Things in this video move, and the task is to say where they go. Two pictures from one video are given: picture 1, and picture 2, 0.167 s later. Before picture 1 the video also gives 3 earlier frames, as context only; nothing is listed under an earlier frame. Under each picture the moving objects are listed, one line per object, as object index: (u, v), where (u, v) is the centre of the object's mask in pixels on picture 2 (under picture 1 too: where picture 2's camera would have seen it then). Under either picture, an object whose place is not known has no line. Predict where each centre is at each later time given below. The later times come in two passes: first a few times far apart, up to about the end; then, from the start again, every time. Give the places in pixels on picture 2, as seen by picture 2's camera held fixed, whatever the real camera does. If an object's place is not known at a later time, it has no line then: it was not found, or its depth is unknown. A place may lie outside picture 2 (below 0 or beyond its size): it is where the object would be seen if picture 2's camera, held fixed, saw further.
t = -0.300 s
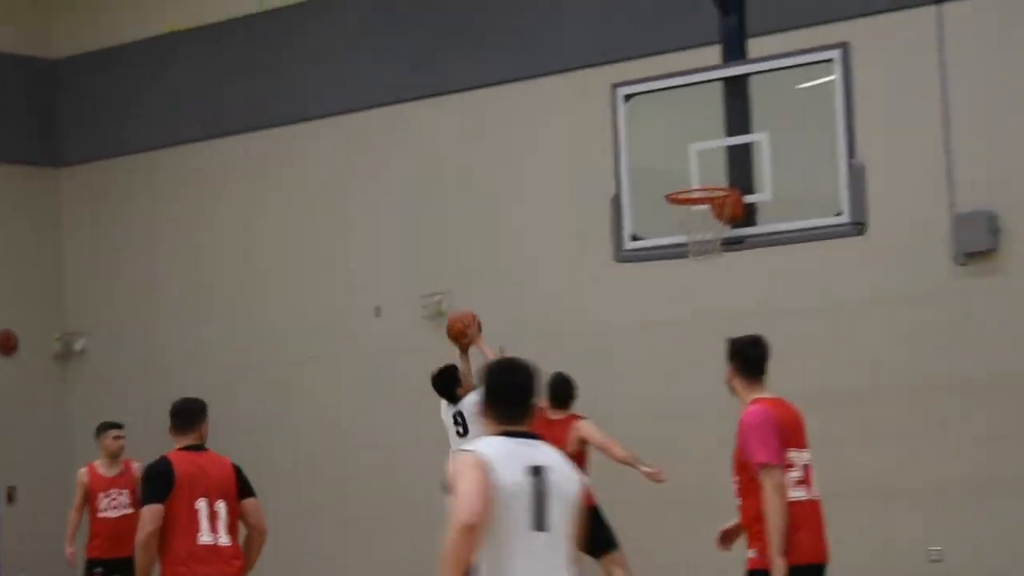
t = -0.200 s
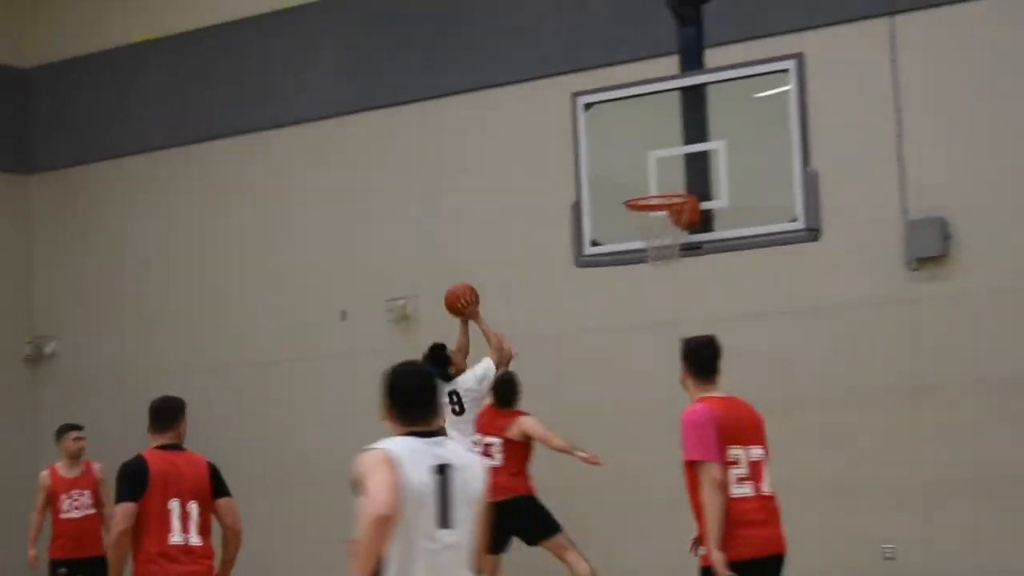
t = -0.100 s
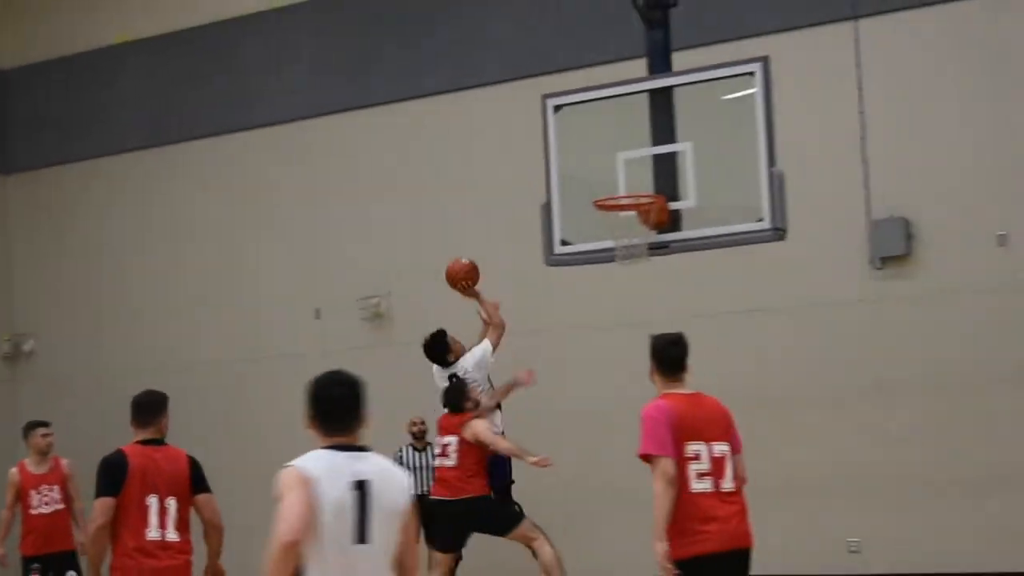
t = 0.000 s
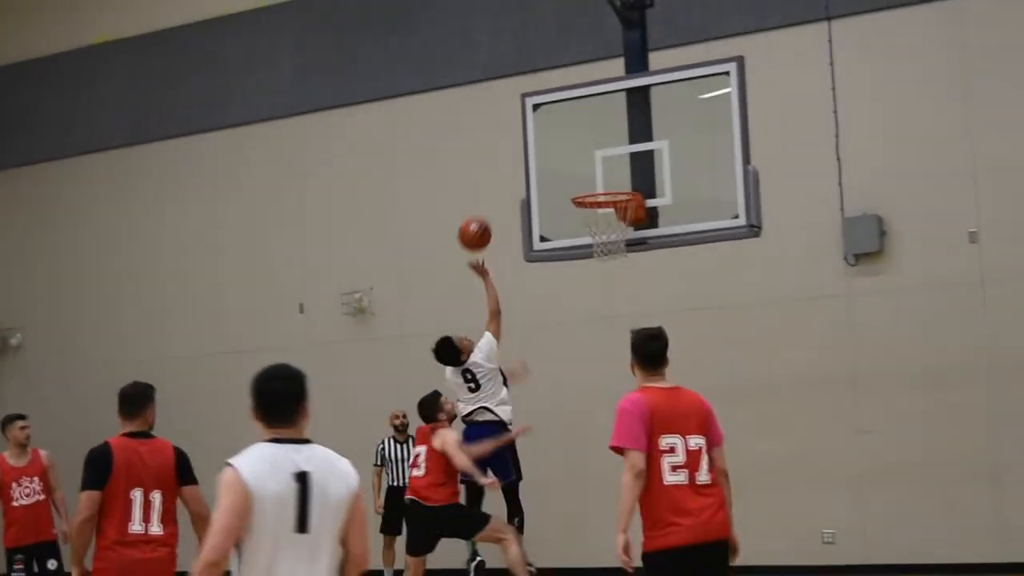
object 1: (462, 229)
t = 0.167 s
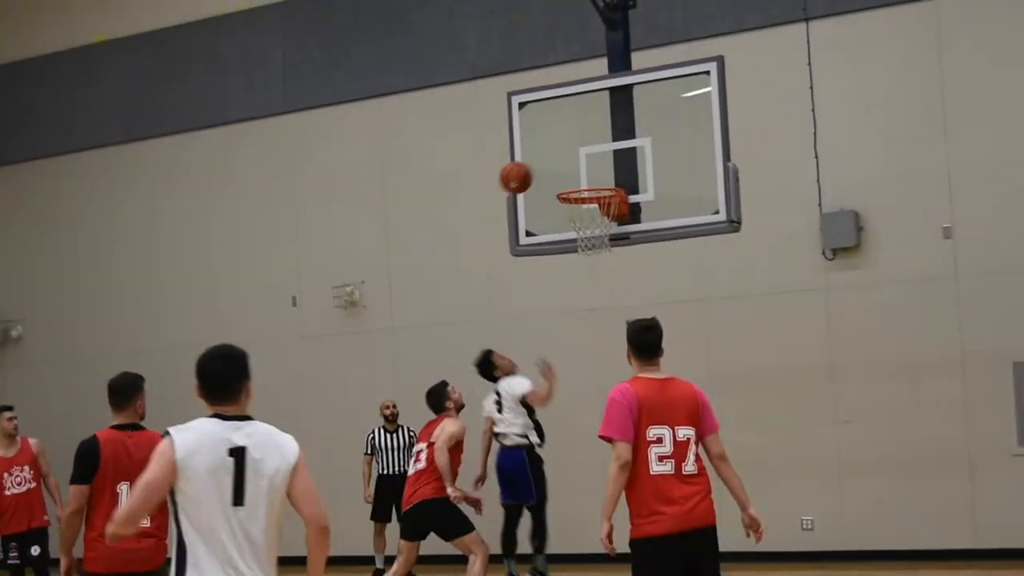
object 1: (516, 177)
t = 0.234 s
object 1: (538, 167)
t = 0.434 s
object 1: (590, 170)
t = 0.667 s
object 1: (593, 229)
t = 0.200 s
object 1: (527, 171)
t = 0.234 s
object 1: (538, 167)
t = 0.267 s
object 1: (549, 164)
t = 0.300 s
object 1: (560, 162)
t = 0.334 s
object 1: (571, 163)
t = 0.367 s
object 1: (582, 164)
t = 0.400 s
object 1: (589, 167)
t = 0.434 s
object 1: (590, 170)
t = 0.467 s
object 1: (590, 174)
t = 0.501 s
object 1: (590, 178)
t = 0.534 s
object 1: (591, 181)
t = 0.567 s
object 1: (587, 195)
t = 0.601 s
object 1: (592, 209)
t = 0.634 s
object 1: (593, 222)
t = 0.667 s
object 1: (593, 229)
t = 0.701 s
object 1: (592, 232)
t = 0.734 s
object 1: (588, 241)
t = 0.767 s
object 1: (587, 245)
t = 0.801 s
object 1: (586, 253)
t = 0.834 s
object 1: (584, 263)
